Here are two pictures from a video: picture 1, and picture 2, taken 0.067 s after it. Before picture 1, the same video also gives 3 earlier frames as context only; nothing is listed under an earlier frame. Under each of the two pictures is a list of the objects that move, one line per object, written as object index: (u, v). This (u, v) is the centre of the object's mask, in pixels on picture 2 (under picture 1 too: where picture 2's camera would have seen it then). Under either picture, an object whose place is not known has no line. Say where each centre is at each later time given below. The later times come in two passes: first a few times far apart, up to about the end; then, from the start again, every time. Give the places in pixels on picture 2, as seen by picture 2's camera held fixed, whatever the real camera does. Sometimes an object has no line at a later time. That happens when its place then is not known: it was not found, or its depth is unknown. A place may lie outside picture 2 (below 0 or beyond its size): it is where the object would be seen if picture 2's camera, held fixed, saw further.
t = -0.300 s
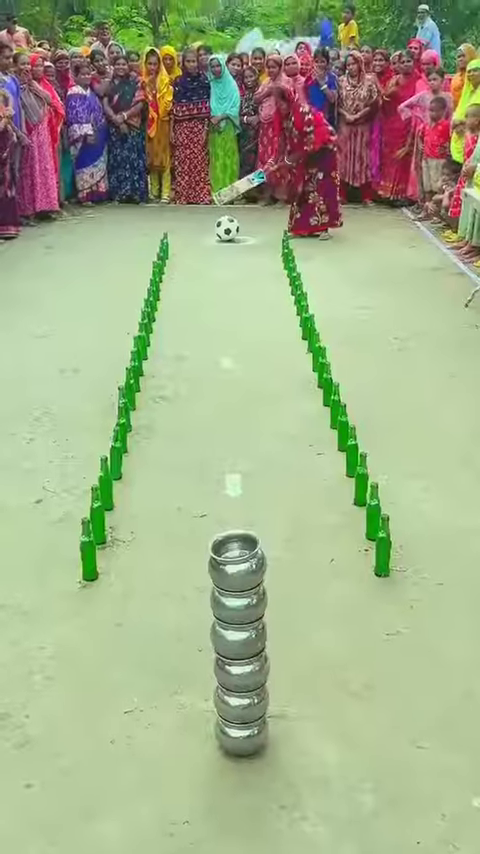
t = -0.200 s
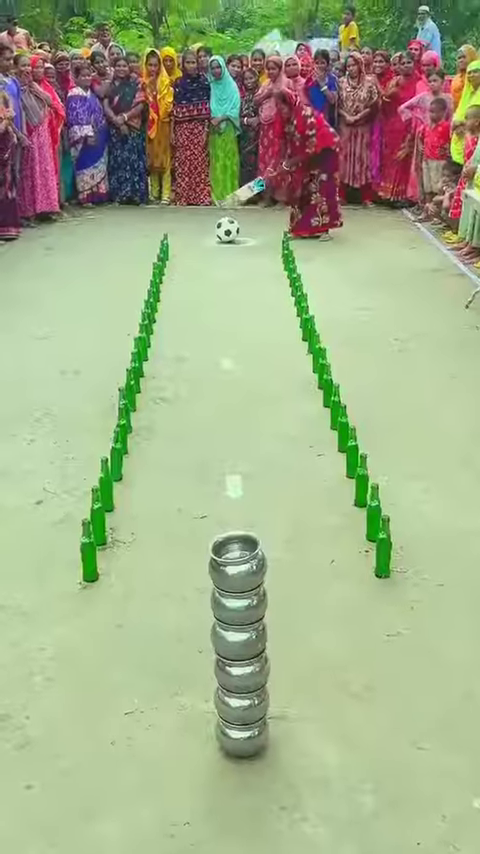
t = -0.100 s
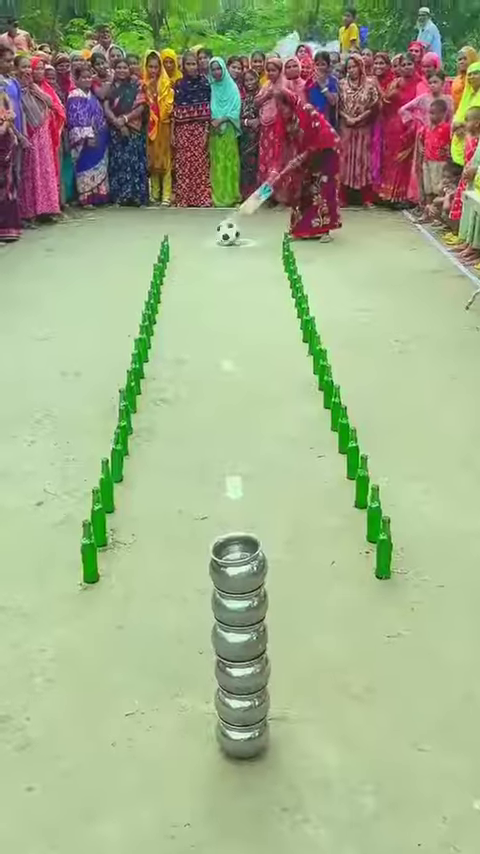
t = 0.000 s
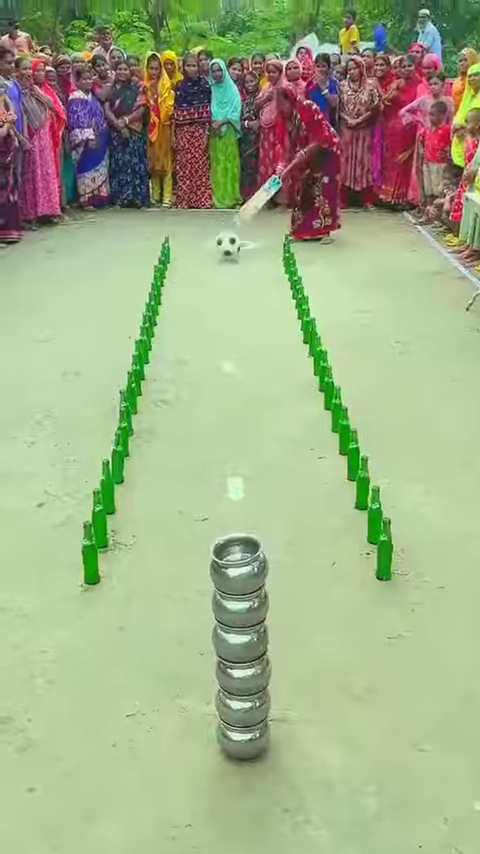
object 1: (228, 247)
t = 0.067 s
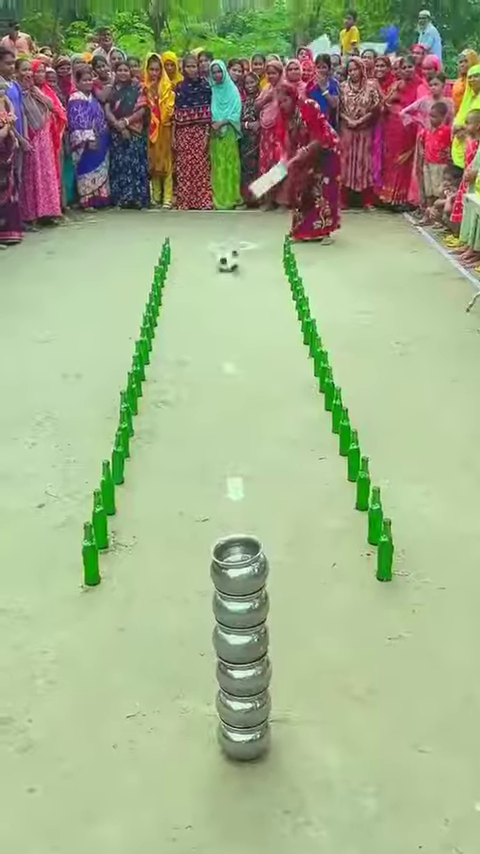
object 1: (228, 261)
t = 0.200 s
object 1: (226, 277)
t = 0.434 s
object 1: (222, 310)
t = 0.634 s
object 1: (218, 342)
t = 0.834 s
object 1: (213, 377)
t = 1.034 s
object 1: (207, 426)
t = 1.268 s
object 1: (196, 500)
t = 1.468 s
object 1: (181, 587)
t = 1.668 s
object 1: (165, 720)
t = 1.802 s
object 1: (147, 820)
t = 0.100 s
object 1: (227, 263)
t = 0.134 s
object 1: (227, 268)
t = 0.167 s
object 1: (226, 271)
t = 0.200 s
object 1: (226, 277)
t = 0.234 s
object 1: (224, 283)
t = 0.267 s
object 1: (224, 286)
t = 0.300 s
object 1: (223, 289)
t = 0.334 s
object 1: (223, 295)
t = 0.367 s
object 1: (222, 302)
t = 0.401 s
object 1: (222, 304)
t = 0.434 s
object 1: (222, 310)
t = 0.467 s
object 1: (222, 314)
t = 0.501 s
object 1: (219, 320)
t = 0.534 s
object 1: (220, 325)
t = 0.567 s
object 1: (219, 330)
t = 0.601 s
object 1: (218, 335)
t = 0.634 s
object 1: (218, 342)
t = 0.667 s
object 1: (217, 347)
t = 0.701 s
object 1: (215, 354)
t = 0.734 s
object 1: (215, 360)
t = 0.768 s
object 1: (214, 364)
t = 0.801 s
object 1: (213, 373)
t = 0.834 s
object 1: (213, 377)
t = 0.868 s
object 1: (211, 385)
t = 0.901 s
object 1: (211, 390)
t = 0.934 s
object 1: (209, 401)
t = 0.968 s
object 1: (209, 408)
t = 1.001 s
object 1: (208, 417)
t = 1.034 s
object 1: (207, 426)
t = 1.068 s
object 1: (205, 435)
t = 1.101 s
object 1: (203, 444)
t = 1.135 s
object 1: (202, 454)
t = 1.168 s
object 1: (201, 464)
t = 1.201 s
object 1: (199, 476)
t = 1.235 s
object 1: (198, 488)
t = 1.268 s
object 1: (196, 500)
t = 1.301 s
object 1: (194, 511)
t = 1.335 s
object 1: (191, 523)
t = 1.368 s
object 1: (189, 538)
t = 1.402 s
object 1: (184, 555)
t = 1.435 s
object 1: (183, 572)
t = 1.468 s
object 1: (181, 587)
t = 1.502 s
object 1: (180, 607)
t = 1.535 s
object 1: (177, 626)
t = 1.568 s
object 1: (174, 647)
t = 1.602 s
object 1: (170, 673)
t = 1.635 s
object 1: (169, 694)
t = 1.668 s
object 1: (165, 720)
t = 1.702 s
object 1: (160, 751)
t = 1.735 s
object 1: (156, 779)
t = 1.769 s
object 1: (152, 803)
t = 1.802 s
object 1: (147, 820)
